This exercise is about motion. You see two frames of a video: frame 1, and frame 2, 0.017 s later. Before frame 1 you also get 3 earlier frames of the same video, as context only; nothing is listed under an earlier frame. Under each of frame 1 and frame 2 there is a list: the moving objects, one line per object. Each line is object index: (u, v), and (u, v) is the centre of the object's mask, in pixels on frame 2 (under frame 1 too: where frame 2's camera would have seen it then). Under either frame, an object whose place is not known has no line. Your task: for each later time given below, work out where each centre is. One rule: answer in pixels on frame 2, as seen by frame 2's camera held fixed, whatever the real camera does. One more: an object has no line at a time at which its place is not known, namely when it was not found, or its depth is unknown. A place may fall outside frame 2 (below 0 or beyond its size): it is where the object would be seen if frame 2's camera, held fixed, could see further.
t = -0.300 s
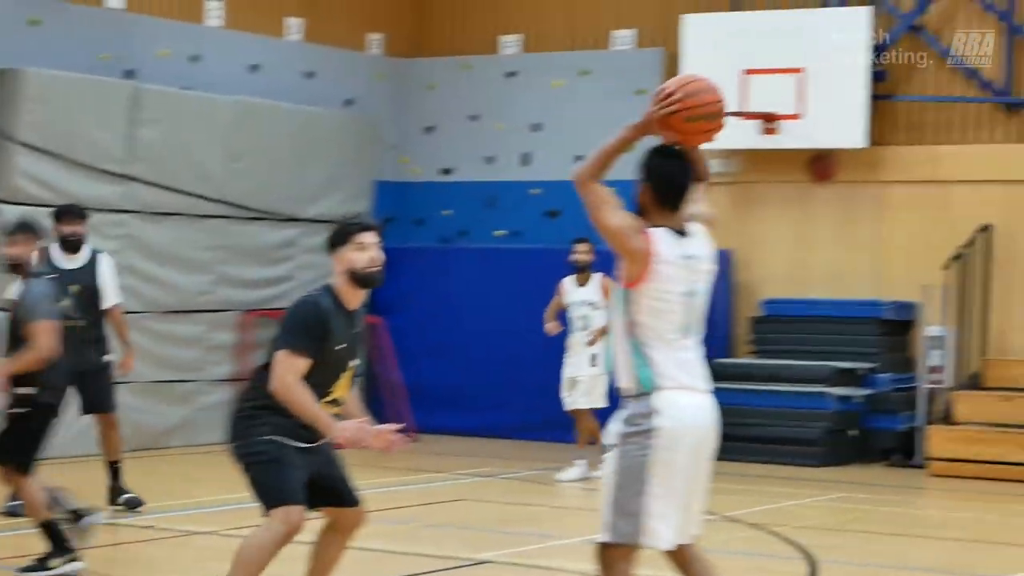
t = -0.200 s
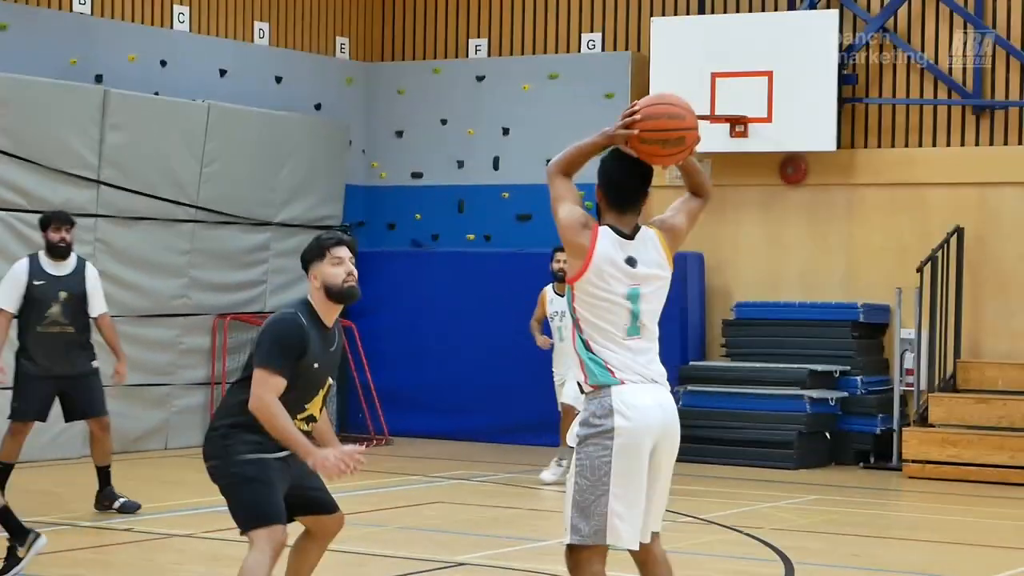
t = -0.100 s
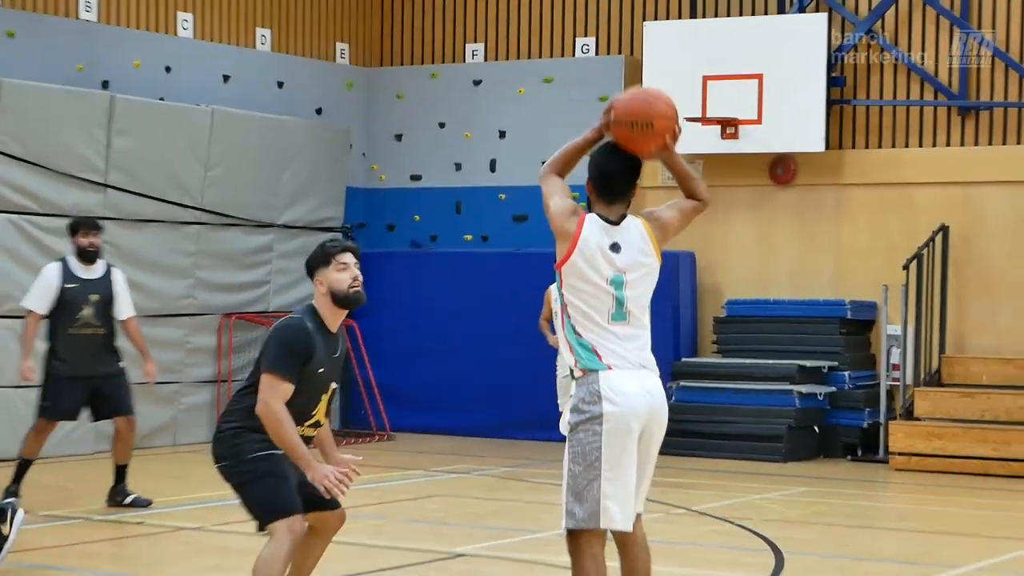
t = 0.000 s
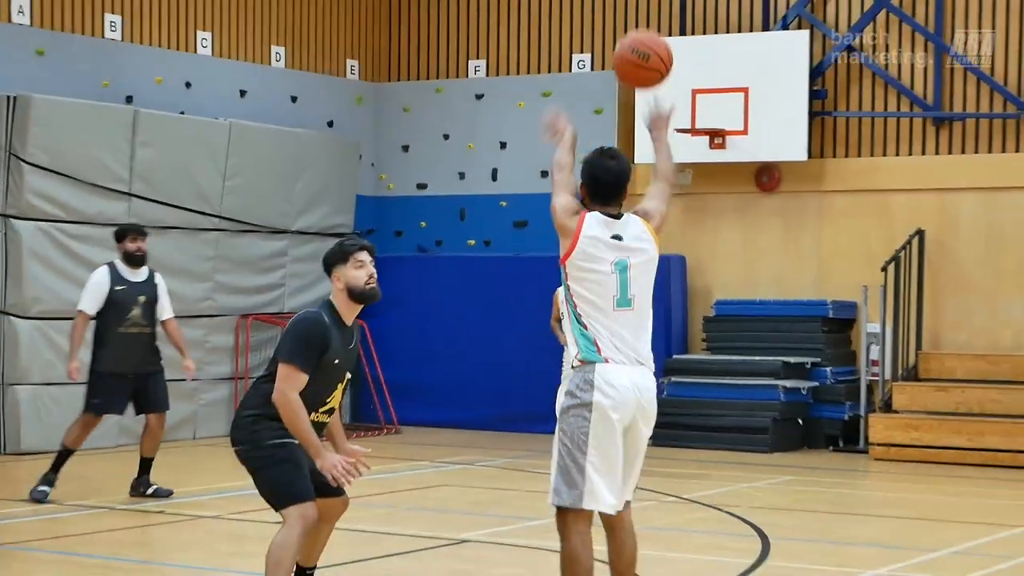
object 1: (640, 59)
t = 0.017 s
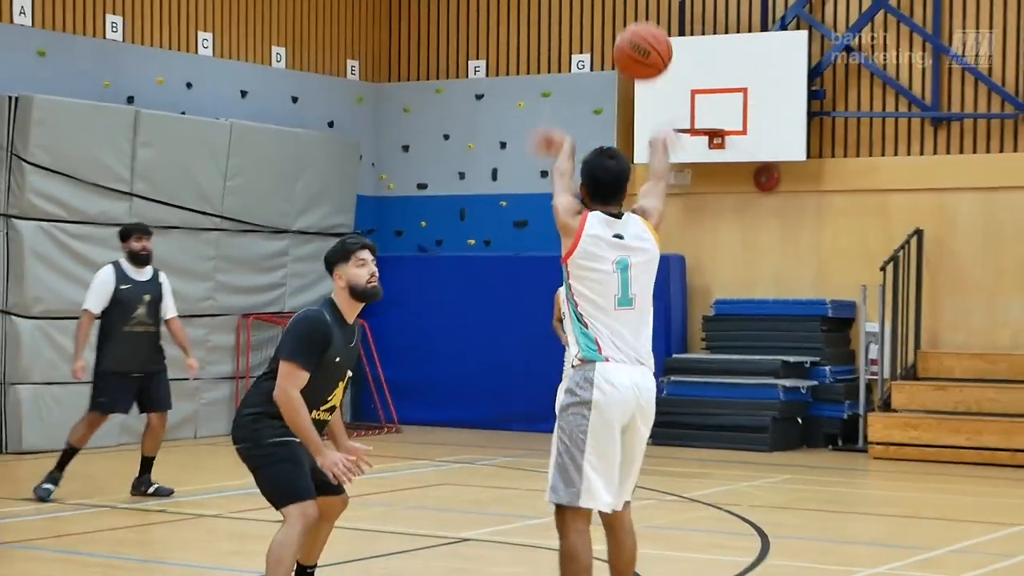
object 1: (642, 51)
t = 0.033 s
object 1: (644, 47)
